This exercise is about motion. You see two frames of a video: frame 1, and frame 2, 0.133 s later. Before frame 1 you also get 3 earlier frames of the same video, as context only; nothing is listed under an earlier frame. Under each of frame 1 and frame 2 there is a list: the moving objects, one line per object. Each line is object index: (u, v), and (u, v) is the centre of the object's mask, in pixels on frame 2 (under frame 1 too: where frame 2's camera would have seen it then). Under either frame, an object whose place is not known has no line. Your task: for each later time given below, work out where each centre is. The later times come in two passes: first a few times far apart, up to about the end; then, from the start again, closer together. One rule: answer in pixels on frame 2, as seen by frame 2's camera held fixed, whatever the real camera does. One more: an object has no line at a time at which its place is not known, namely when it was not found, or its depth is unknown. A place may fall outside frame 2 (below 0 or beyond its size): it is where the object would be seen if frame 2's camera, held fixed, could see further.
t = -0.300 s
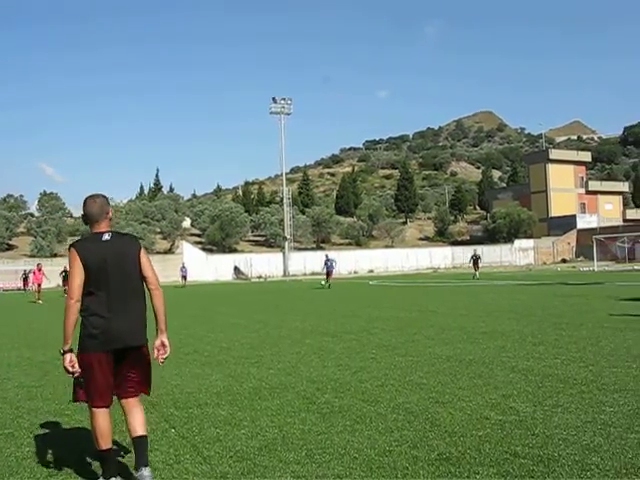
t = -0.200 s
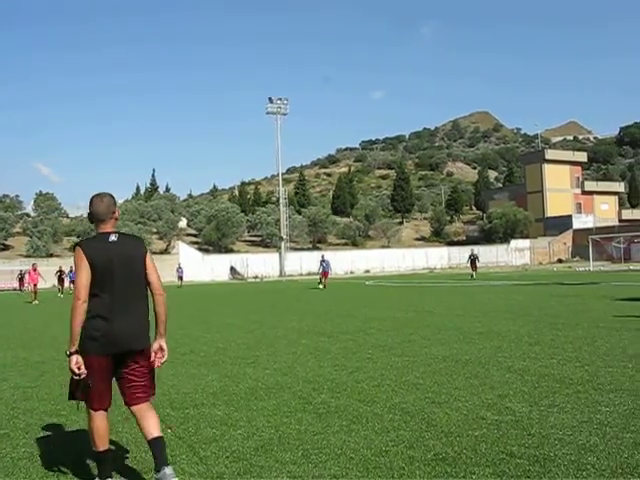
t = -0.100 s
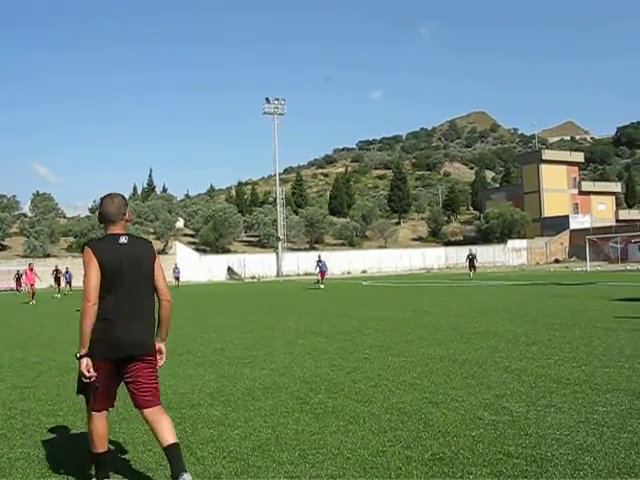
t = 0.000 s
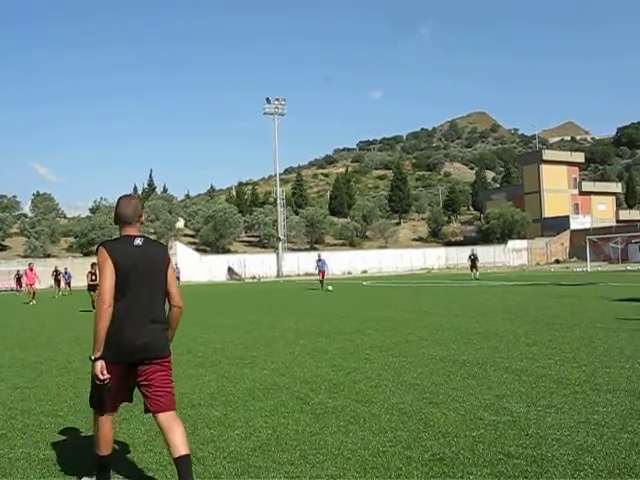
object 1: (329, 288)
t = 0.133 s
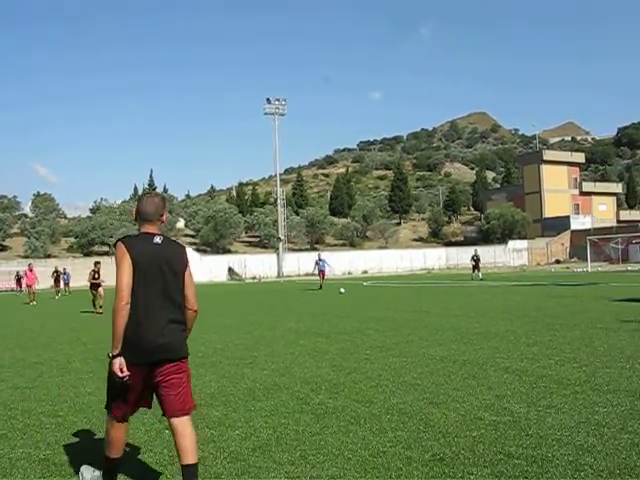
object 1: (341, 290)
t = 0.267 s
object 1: (354, 292)
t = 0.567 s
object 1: (385, 296)
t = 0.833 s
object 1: (419, 300)
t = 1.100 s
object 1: (459, 306)
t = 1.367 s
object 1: (510, 311)
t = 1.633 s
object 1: (578, 316)
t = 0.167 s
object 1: (344, 291)
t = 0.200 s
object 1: (347, 291)
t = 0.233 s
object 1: (351, 292)
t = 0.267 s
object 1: (354, 292)
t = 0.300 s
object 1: (357, 293)
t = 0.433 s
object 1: (371, 295)
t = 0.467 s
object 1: (375, 296)
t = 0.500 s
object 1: (379, 296)
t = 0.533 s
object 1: (382, 296)
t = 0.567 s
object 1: (385, 296)
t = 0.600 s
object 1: (390, 296)
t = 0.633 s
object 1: (394, 298)
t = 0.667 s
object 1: (398, 298)
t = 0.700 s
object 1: (402, 298)
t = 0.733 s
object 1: (406, 298)
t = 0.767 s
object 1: (410, 298)
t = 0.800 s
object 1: (414, 299)
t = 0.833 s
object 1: (419, 300)
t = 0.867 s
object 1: (423, 301)
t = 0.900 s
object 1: (428, 301)
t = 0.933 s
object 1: (432, 301)
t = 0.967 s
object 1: (437, 301)
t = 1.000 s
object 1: (442, 301)
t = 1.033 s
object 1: (448, 303)
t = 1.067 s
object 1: (453, 304)
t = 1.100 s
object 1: (459, 306)
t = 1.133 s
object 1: (464, 306)
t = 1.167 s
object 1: (470, 306)
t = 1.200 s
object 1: (476, 306)
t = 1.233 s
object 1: (483, 306)
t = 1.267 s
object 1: (489, 308)
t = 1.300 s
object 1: (496, 309)
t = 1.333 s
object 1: (503, 311)
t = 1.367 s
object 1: (510, 311)
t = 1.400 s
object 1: (517, 311)
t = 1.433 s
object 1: (526, 312)
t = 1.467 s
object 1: (533, 313)
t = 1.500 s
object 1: (542, 314)
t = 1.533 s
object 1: (551, 316)
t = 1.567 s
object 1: (559, 317)
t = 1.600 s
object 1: (568, 316)
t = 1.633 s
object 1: (578, 316)
